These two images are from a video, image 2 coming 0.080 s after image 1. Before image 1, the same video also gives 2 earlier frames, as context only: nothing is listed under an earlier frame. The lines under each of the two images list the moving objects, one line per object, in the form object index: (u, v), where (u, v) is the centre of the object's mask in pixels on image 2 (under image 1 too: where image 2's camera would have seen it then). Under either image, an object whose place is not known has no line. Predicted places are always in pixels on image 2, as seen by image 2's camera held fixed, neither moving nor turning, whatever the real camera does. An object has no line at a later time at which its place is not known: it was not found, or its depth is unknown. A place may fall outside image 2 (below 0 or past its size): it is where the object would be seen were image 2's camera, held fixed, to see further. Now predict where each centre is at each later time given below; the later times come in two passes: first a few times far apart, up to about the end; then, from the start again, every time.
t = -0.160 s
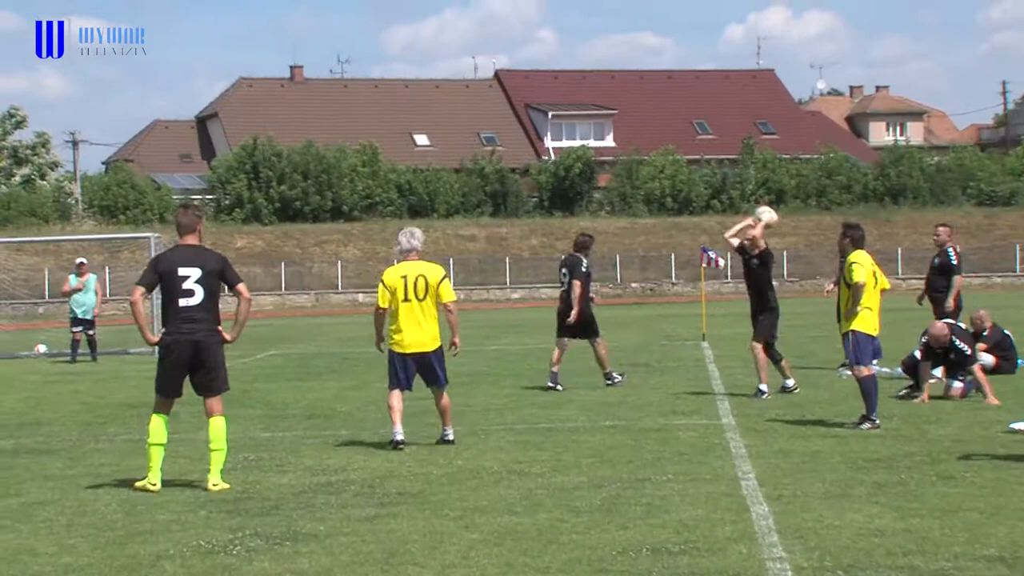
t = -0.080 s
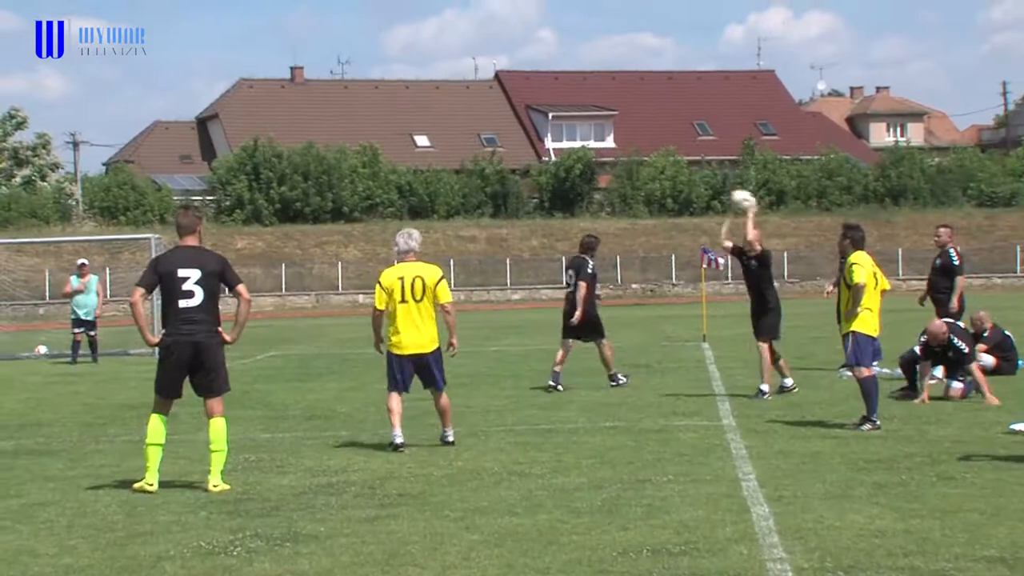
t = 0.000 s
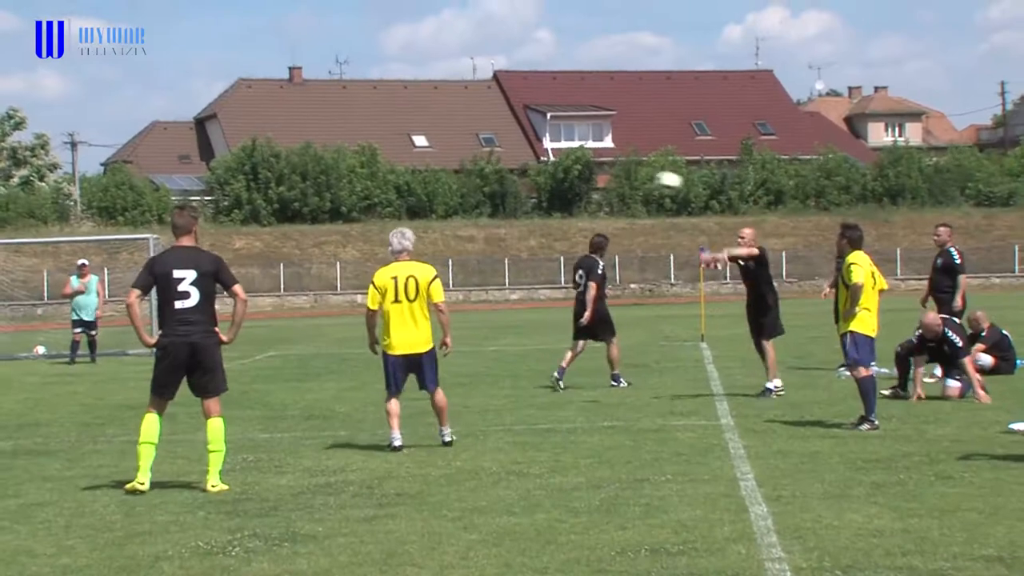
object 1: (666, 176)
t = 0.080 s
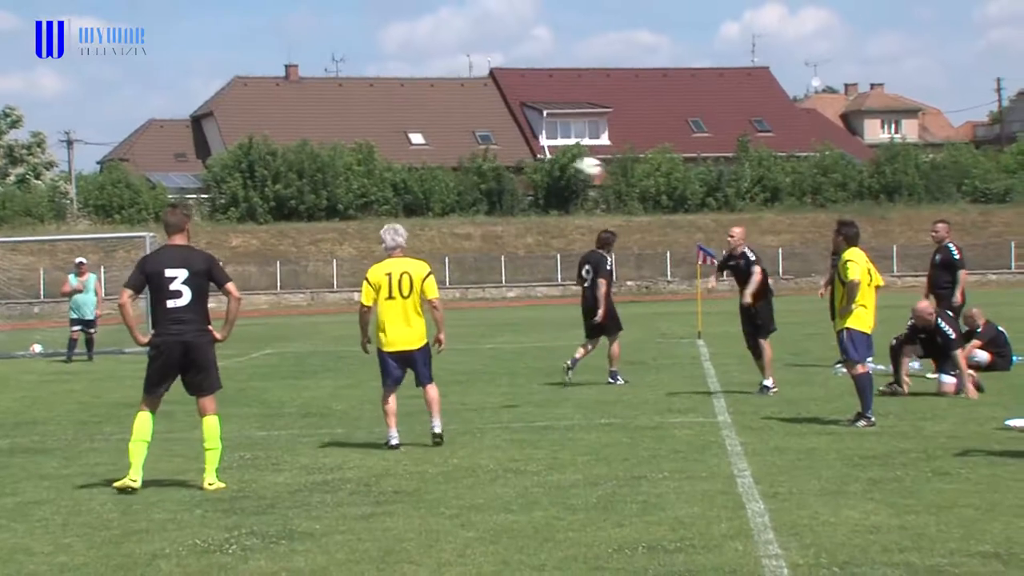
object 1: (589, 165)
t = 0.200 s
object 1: (470, 160)
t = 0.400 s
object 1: (255, 186)
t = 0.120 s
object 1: (551, 162)
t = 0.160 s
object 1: (512, 160)
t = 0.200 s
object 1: (470, 160)
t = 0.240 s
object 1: (429, 161)
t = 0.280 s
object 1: (389, 165)
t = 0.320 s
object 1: (345, 170)
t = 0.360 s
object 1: (300, 177)
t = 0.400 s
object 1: (255, 186)
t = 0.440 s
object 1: (210, 197)
